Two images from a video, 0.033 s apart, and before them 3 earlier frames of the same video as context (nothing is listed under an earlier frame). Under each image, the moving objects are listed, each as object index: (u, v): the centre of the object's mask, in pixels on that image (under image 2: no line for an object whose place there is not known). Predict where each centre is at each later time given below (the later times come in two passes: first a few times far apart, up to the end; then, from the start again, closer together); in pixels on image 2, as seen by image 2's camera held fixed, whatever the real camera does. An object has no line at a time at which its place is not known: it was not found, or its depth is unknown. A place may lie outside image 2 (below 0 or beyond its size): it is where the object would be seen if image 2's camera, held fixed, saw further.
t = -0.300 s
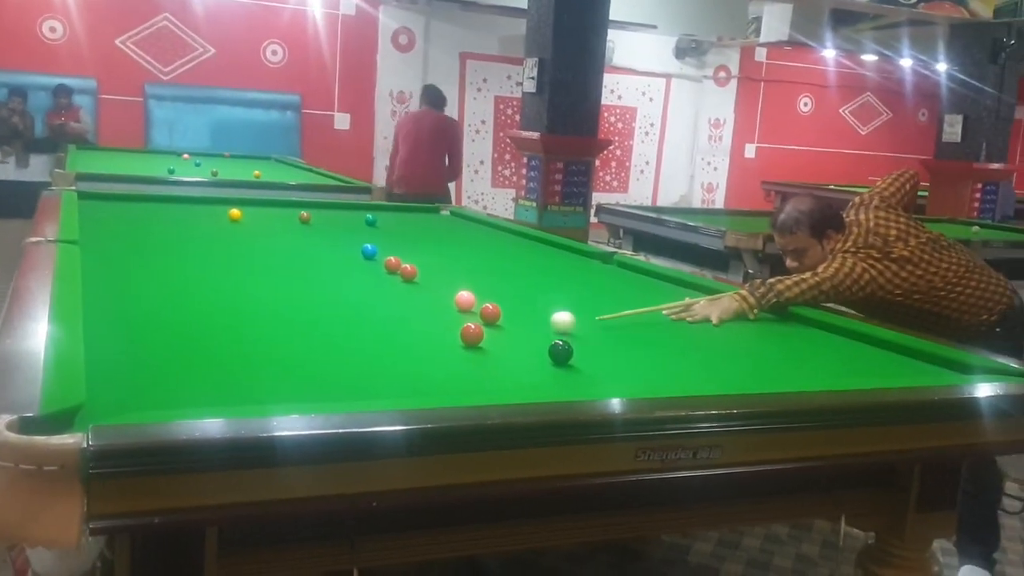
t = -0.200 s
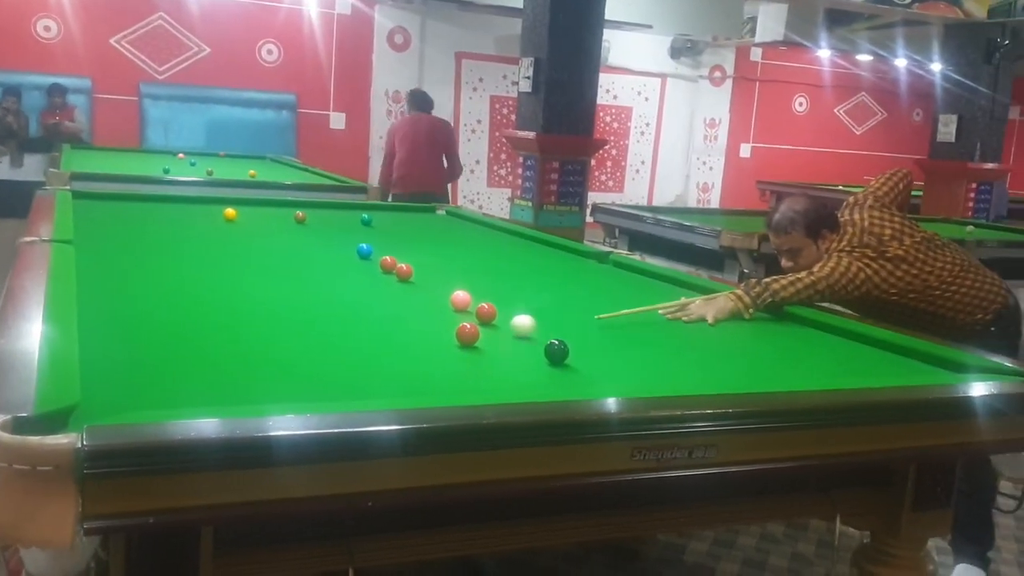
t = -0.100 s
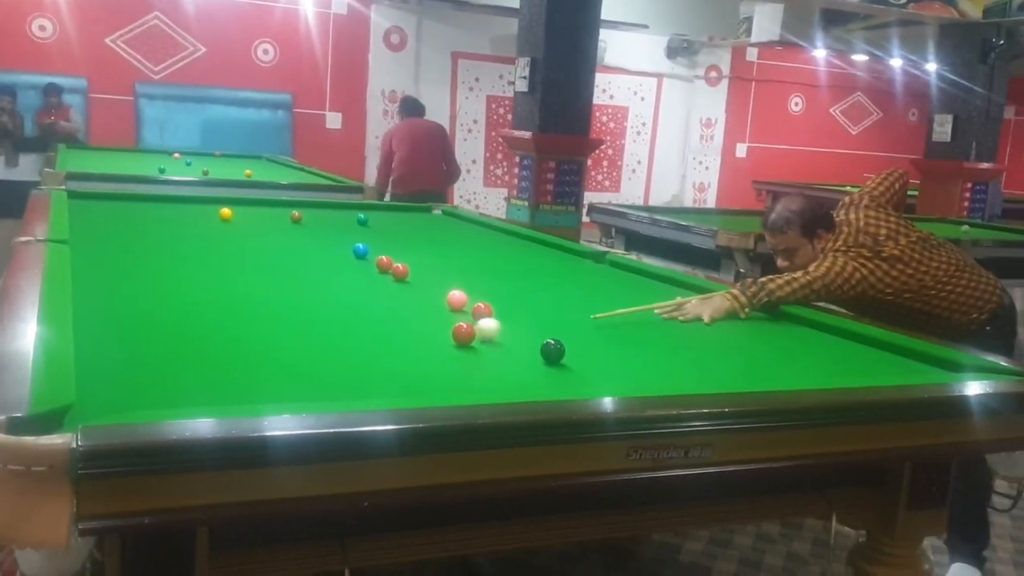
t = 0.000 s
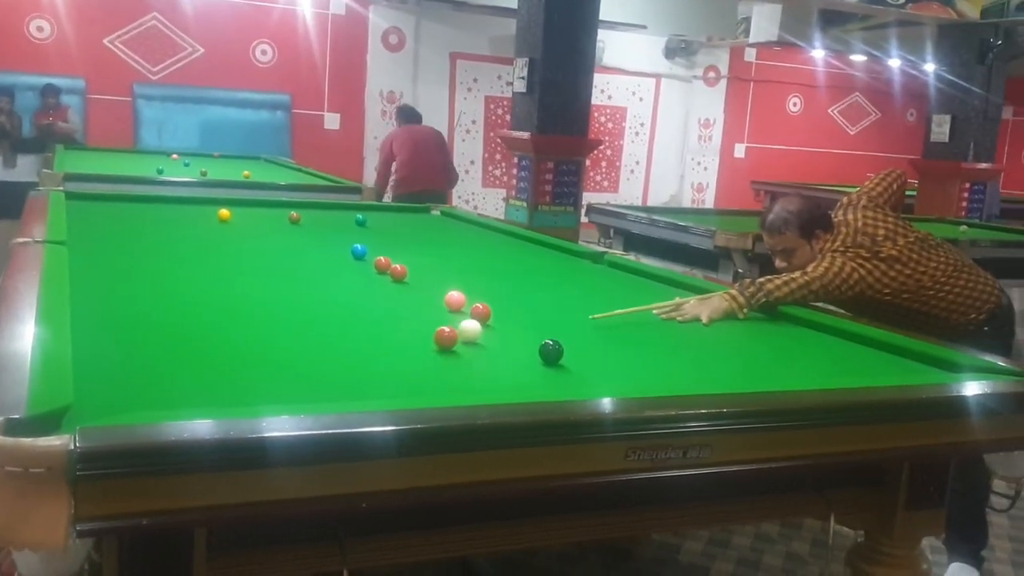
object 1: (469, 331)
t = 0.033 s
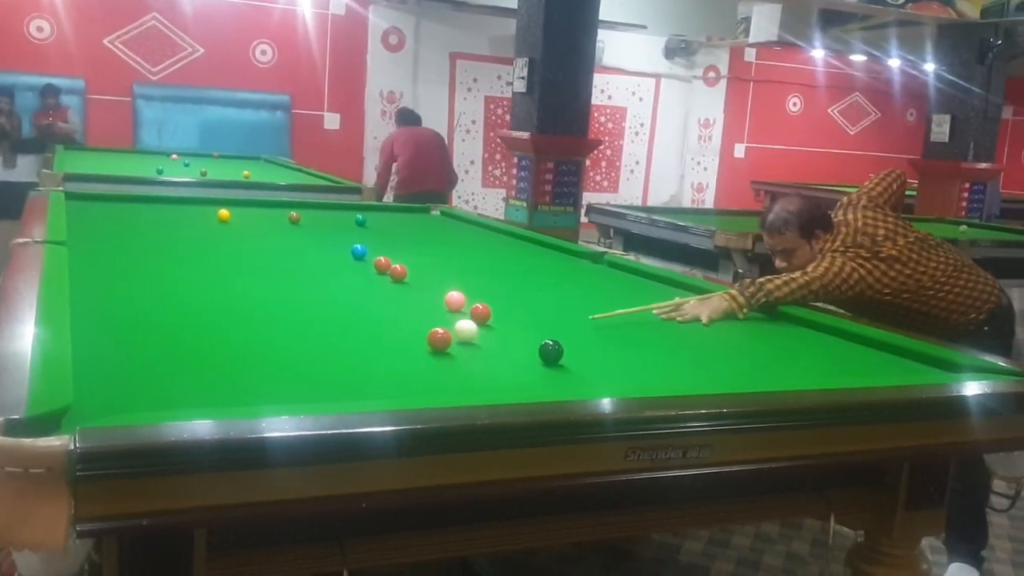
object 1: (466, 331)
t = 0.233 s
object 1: (441, 331)
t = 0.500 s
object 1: (410, 331)
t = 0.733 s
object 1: (387, 331)
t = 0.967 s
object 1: (367, 331)
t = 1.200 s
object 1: (349, 331)
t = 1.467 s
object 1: (334, 331)
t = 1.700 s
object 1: (323, 331)
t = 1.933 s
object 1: (317, 331)
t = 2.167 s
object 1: (313, 331)
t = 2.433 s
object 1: (313, 332)
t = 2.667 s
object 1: (314, 331)
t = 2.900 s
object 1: (314, 332)
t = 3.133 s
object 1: (314, 332)
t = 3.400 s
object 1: (313, 332)
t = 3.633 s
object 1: (314, 331)
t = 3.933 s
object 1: (322, 331)
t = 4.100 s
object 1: (314, 331)
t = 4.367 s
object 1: (314, 332)
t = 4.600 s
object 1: (315, 332)
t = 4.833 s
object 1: (315, 331)
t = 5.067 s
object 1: (316, 331)
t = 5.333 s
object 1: (315, 332)
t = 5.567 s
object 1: (315, 332)
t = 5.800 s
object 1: (315, 332)
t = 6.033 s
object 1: (315, 332)
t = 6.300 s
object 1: (315, 332)
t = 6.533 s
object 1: (315, 332)
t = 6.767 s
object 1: (315, 332)
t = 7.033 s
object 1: (315, 332)
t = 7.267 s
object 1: (315, 332)
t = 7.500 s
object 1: (315, 332)
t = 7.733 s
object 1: (315, 332)
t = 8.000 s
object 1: (315, 332)
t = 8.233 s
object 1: (315, 332)
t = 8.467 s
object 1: (315, 332)
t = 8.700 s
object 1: (315, 332)
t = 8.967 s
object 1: (315, 332)
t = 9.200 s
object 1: (315, 332)
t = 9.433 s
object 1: (315, 332)
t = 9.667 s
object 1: (315, 332)
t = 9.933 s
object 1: (315, 332)
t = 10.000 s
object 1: (315, 332)
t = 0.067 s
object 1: (461, 331)
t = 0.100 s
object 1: (457, 330)
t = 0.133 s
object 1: (453, 330)
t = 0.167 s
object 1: (449, 331)
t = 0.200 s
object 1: (445, 331)
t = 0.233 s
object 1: (441, 331)
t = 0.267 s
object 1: (437, 331)
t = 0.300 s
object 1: (433, 330)
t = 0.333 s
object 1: (429, 331)
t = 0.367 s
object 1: (425, 331)
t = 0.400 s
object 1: (421, 331)
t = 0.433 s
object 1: (418, 331)
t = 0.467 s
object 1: (414, 331)
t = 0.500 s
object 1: (410, 331)
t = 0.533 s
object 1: (407, 331)
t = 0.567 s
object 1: (403, 331)
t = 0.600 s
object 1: (400, 330)
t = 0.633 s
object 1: (397, 331)
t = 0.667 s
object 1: (393, 330)
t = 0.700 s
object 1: (390, 331)
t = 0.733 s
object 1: (387, 331)
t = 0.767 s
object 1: (384, 331)
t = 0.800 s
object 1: (381, 331)
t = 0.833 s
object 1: (378, 331)
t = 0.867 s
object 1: (375, 331)
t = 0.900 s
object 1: (372, 331)
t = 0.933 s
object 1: (369, 331)
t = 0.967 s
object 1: (367, 331)
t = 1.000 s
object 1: (364, 331)
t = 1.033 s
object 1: (361, 331)
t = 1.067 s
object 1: (359, 331)
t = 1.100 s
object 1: (356, 331)
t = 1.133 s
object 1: (354, 331)
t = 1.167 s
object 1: (352, 331)
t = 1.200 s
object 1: (349, 331)
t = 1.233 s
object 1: (347, 331)
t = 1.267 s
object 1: (345, 331)
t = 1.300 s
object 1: (343, 331)
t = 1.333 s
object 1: (341, 331)
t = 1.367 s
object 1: (339, 331)
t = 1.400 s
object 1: (337, 331)
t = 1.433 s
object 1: (335, 331)
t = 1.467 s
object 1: (334, 331)
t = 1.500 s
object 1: (332, 331)
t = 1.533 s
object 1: (331, 331)
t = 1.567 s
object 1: (329, 331)
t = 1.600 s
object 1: (327, 331)
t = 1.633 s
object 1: (326, 331)
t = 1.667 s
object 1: (325, 331)
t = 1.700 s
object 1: (323, 331)
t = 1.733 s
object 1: (322, 331)
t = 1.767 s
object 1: (321, 331)
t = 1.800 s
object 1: (320, 331)
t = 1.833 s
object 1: (319, 331)
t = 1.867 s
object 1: (318, 331)
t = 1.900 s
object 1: (317, 331)
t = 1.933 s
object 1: (317, 331)
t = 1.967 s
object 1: (316, 331)
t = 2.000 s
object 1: (315, 331)
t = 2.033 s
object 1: (315, 331)
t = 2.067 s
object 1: (314, 331)
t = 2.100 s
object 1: (314, 331)
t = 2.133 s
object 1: (314, 331)
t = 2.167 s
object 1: (313, 331)
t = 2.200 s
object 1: (313, 332)
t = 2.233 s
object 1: (313, 331)
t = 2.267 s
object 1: (313, 332)
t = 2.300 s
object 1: (313, 332)
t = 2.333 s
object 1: (313, 332)
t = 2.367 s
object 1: (313, 332)
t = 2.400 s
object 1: (313, 332)
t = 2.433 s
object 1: (313, 332)
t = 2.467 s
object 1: (314, 332)
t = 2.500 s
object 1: (314, 332)
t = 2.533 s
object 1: (314, 332)
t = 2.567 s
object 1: (314, 331)
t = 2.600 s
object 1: (314, 332)
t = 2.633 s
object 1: (314, 331)
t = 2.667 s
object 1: (314, 331)
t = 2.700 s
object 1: (314, 332)
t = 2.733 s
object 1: (314, 331)
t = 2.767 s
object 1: (314, 331)
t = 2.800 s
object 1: (314, 331)
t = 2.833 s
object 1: (314, 332)
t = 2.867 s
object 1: (314, 331)
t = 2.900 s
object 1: (314, 332)
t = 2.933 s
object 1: (314, 332)
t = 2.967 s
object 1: (314, 332)
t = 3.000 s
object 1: (314, 332)
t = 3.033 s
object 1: (314, 332)
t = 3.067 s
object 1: (314, 331)
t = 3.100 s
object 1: (314, 331)
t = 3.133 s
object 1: (314, 332)
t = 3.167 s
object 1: (314, 332)
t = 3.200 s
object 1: (314, 331)
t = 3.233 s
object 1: (314, 332)
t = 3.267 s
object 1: (313, 332)
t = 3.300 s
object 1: (313, 331)
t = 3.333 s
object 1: (313, 332)
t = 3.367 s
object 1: (314, 332)
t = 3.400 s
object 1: (313, 332)
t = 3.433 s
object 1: (313, 332)
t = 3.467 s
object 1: (313, 332)
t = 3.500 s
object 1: (313, 332)
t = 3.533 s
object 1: (313, 332)
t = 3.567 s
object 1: (313, 332)
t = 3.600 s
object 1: (313, 331)
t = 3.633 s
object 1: (314, 331)
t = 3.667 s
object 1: (310, 331)
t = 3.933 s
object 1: (322, 331)
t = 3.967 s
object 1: (314, 331)
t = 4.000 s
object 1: (314, 331)
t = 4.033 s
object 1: (314, 331)
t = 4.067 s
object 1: (314, 331)
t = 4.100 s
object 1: (314, 331)
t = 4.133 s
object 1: (314, 331)
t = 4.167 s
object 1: (314, 331)
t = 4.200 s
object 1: (314, 331)
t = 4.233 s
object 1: (314, 331)
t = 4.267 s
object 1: (314, 332)
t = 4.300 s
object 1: (314, 332)
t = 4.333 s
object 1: (314, 332)
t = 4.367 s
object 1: (314, 332)
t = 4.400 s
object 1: (314, 332)
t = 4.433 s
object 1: (314, 331)
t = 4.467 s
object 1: (314, 332)
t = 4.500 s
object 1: (314, 332)
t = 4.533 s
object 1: (315, 332)
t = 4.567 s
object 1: (315, 332)
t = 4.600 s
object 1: (315, 332)
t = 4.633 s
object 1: (315, 332)
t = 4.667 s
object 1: (315, 331)
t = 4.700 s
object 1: (315, 332)
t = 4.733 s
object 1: (315, 332)
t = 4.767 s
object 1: (315, 331)
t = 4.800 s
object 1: (315, 331)
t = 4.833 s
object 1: (315, 331)
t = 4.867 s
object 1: (315, 332)
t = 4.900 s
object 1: (315, 331)
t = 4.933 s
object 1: (315, 332)
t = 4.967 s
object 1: (315, 332)
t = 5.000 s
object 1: (315, 331)
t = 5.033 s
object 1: (315, 332)
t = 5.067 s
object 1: (316, 331)
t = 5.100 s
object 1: (316, 331)
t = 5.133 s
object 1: (315, 332)
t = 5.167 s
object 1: (316, 332)
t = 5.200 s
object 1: (315, 331)
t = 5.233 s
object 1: (315, 332)
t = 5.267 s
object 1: (315, 332)
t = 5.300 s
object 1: (315, 332)
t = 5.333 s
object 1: (315, 332)
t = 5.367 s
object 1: (315, 332)
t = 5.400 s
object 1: (315, 332)
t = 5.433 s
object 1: (315, 332)
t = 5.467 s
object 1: (315, 332)
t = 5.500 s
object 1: (315, 332)
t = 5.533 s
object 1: (315, 332)
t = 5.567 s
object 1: (315, 332)
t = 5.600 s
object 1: (315, 332)
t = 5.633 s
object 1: (315, 332)
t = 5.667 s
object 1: (315, 332)
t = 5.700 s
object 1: (315, 332)
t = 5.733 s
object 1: (315, 332)
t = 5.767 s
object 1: (315, 332)
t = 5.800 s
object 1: (315, 332)
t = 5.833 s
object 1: (315, 332)
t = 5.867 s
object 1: (315, 332)
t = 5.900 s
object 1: (315, 332)
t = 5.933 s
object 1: (315, 332)
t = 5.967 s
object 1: (315, 332)
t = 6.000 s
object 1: (315, 332)
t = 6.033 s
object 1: (315, 332)
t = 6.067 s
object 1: (315, 332)
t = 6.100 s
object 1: (315, 332)
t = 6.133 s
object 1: (315, 332)
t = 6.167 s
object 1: (315, 332)
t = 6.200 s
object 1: (315, 332)
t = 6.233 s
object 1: (315, 332)
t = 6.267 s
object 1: (315, 332)
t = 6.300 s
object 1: (315, 332)
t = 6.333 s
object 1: (315, 332)
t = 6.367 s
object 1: (315, 332)
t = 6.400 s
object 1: (315, 332)
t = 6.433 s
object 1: (315, 332)
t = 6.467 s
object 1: (315, 332)
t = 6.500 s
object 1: (315, 332)
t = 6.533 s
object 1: (315, 332)
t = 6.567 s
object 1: (315, 332)
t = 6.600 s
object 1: (316, 332)
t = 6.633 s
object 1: (315, 332)
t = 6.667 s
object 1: (315, 332)
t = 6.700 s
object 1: (315, 332)
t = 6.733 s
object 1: (315, 332)
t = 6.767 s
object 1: (315, 332)
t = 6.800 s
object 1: (315, 332)
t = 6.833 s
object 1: (315, 332)
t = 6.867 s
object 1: (315, 332)
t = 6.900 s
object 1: (315, 332)
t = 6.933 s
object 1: (315, 332)
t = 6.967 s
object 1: (315, 332)
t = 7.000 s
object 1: (315, 332)
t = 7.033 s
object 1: (315, 332)
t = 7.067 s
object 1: (315, 332)
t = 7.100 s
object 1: (315, 332)
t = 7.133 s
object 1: (315, 332)
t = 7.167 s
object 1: (315, 332)
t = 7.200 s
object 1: (315, 332)
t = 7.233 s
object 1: (315, 332)
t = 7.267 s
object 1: (315, 332)
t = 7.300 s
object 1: (315, 332)
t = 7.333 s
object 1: (315, 332)
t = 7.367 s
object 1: (315, 332)
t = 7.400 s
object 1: (315, 332)
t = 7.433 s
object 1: (315, 332)
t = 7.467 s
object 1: (315, 332)
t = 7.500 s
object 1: (315, 332)
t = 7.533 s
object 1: (315, 332)
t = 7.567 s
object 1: (315, 332)
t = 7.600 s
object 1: (315, 332)
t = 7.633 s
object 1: (315, 332)
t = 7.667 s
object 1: (315, 332)
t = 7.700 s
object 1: (315, 332)
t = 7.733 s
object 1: (315, 332)
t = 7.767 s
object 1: (315, 332)
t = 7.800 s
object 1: (315, 332)
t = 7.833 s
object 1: (315, 332)
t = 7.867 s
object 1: (315, 332)
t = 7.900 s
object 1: (315, 332)
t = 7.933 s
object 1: (315, 332)
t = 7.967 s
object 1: (315, 332)
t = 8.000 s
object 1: (315, 332)
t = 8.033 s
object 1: (315, 332)
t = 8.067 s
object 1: (315, 332)
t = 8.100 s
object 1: (315, 332)
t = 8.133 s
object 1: (315, 332)
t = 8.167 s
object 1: (315, 332)
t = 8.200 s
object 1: (315, 332)
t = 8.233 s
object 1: (315, 332)
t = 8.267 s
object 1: (315, 332)
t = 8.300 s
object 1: (315, 332)
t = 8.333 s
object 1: (315, 332)
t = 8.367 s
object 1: (315, 332)
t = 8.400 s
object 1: (315, 332)
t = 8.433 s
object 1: (315, 332)
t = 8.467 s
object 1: (315, 332)
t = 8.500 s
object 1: (315, 332)
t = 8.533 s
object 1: (315, 332)
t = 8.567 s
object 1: (315, 332)
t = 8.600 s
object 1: (315, 332)
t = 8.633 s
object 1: (315, 332)
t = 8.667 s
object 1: (315, 332)
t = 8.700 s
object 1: (315, 332)
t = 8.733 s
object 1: (315, 332)
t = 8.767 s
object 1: (315, 332)
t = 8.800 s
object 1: (315, 332)
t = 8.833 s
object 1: (315, 332)
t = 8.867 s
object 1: (315, 332)
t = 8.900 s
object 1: (315, 332)
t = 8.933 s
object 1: (315, 332)
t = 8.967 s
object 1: (315, 332)
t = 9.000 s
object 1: (315, 332)
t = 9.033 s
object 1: (315, 332)
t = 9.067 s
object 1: (315, 332)
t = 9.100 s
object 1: (314, 332)
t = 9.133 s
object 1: (314, 332)
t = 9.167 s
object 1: (314, 332)
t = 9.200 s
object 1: (315, 332)
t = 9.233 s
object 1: (315, 332)
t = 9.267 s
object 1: (315, 332)
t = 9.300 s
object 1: (315, 332)
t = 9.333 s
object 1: (315, 332)
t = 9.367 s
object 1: (315, 332)
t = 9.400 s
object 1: (314, 332)
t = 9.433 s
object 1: (315, 332)
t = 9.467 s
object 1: (315, 332)
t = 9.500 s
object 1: (315, 332)
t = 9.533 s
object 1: (315, 332)
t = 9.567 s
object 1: (315, 332)
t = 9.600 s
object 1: (315, 332)
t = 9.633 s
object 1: (315, 332)
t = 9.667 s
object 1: (315, 332)
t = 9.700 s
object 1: (315, 332)
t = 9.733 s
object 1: (315, 332)
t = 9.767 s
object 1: (315, 332)
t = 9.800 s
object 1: (315, 332)
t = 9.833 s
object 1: (315, 332)
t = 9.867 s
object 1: (315, 332)
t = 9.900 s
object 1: (315, 332)
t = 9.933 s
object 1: (315, 332)
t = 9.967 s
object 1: (315, 332)
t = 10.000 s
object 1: (315, 332)
